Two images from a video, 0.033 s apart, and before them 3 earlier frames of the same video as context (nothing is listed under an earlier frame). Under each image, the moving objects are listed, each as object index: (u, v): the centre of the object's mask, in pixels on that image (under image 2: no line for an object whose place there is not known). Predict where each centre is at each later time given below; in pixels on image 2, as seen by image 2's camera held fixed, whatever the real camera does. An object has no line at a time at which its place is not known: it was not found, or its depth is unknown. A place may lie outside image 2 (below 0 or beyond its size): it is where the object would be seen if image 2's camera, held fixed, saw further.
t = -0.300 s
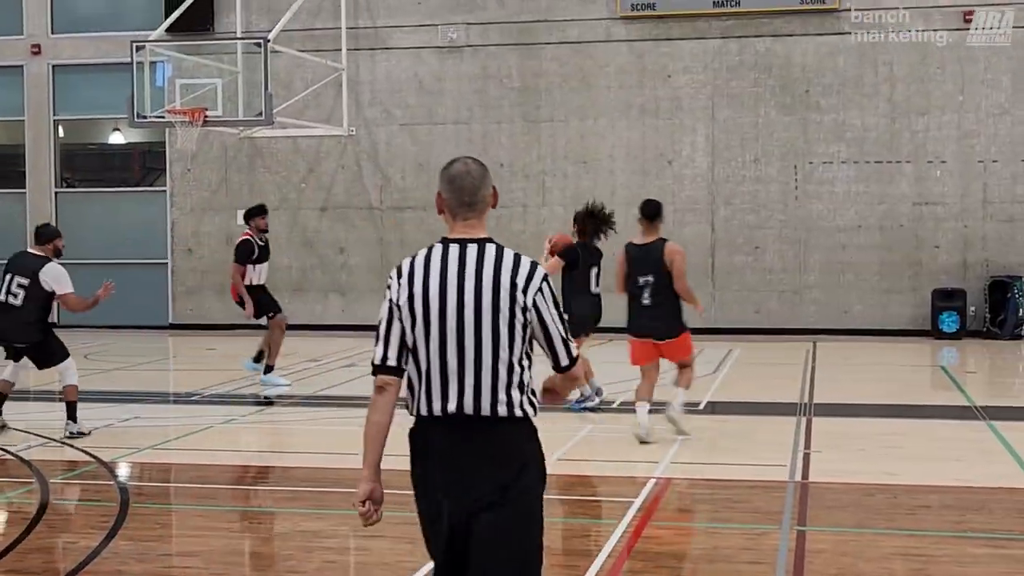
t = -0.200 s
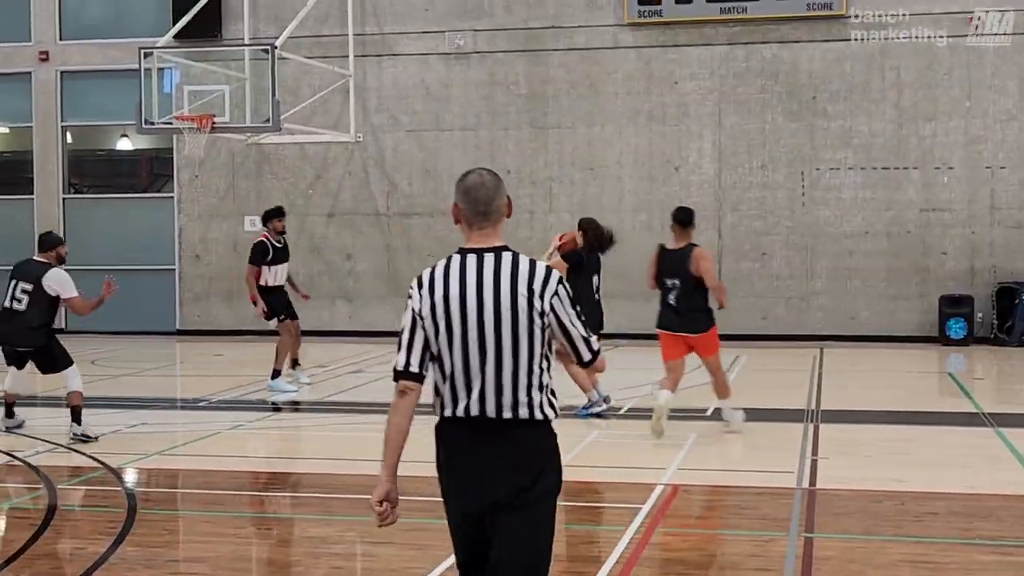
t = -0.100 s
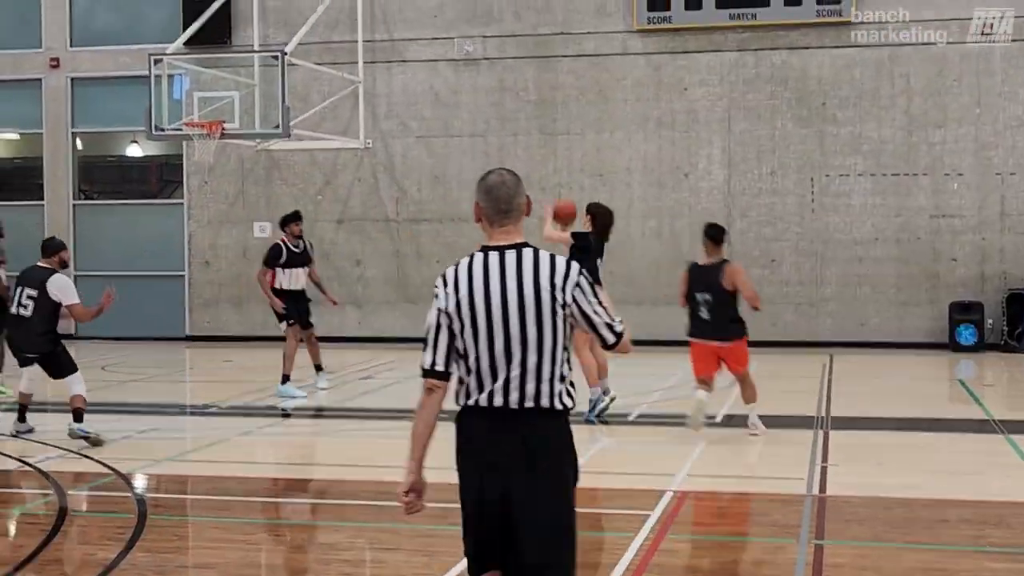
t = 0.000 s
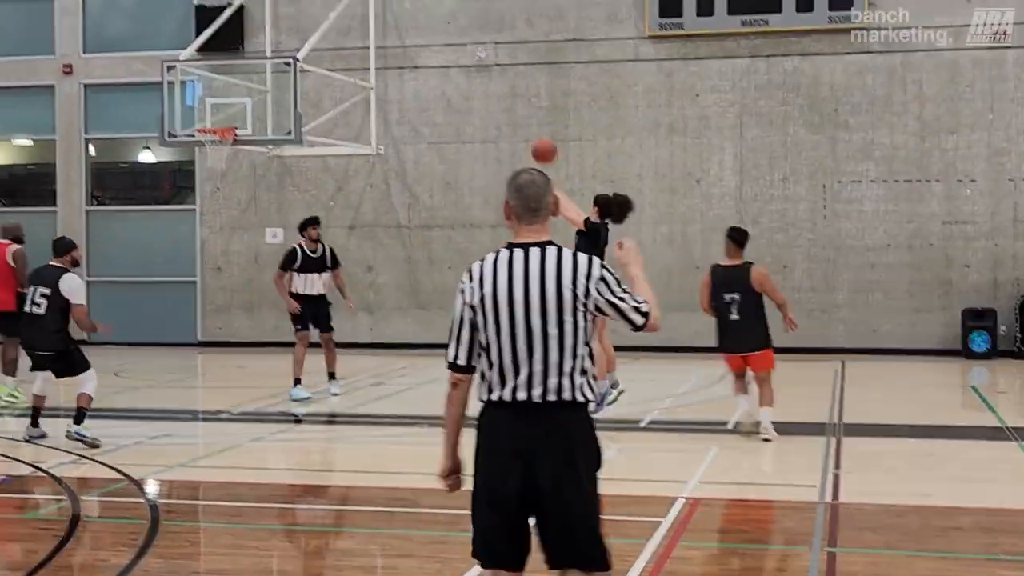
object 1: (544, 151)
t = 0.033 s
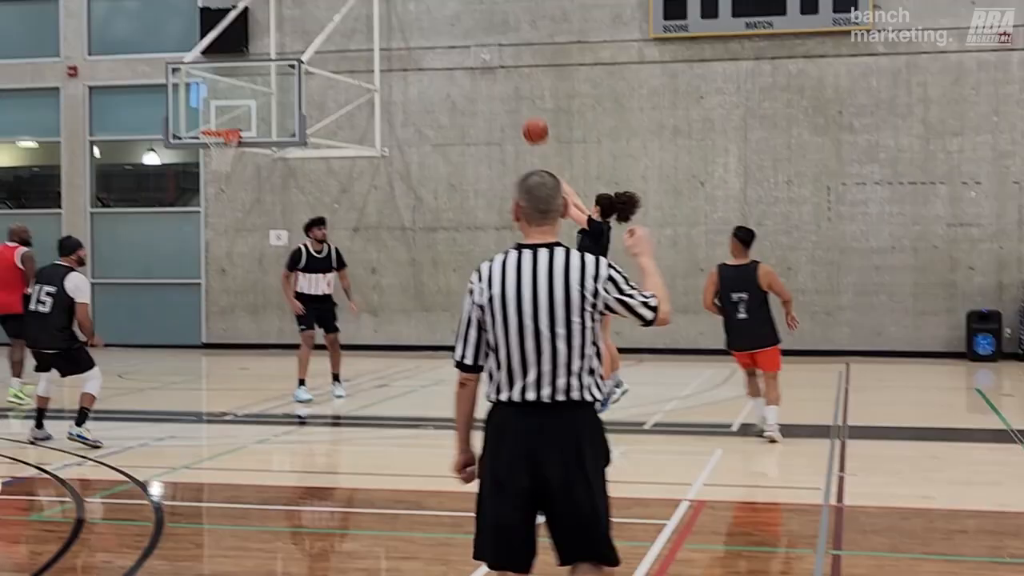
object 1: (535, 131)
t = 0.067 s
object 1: (521, 111)
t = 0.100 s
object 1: (511, 92)
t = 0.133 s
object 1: (499, 74)
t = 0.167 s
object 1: (488, 59)
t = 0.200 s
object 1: (476, 45)
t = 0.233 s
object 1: (465, 31)
